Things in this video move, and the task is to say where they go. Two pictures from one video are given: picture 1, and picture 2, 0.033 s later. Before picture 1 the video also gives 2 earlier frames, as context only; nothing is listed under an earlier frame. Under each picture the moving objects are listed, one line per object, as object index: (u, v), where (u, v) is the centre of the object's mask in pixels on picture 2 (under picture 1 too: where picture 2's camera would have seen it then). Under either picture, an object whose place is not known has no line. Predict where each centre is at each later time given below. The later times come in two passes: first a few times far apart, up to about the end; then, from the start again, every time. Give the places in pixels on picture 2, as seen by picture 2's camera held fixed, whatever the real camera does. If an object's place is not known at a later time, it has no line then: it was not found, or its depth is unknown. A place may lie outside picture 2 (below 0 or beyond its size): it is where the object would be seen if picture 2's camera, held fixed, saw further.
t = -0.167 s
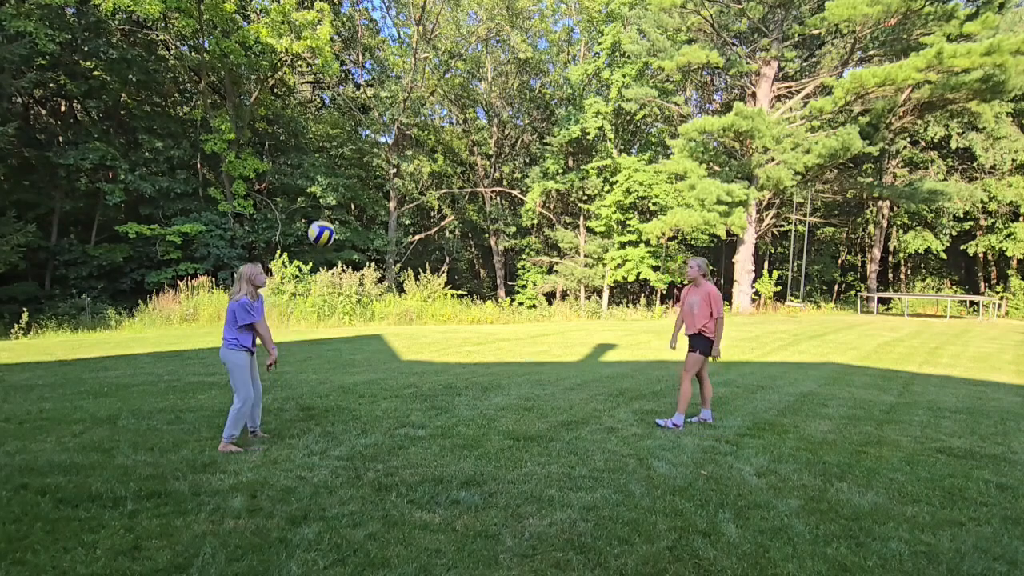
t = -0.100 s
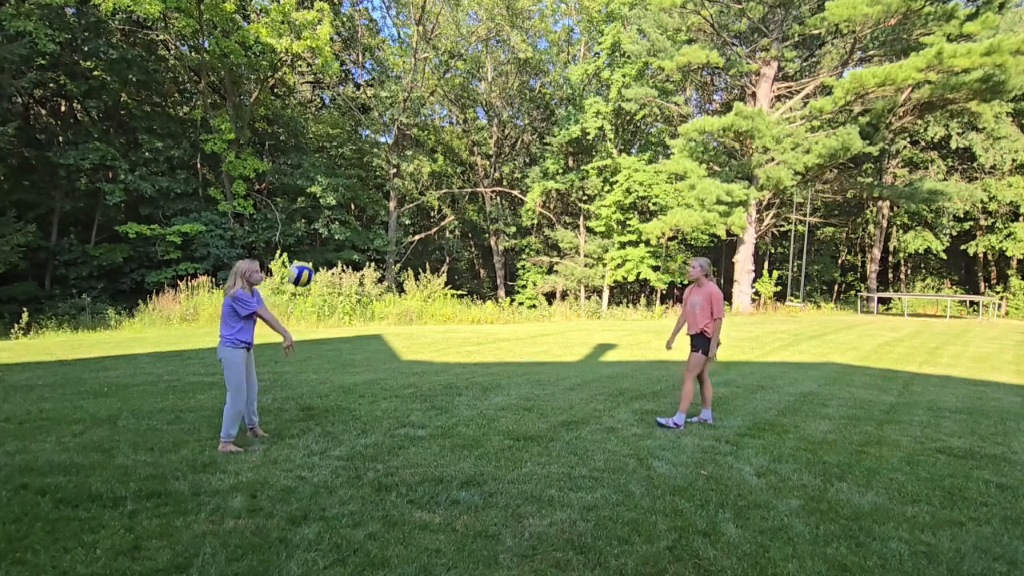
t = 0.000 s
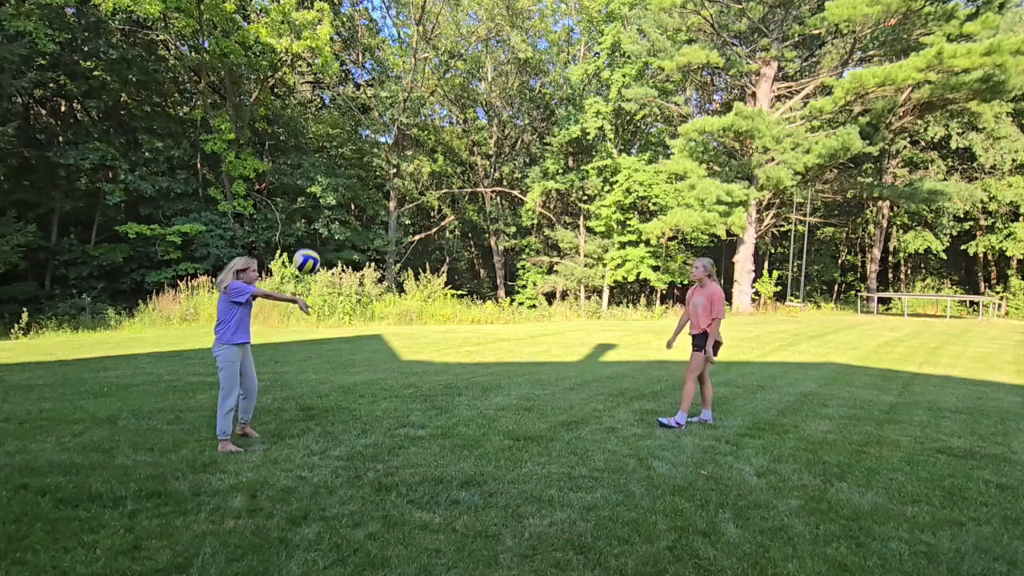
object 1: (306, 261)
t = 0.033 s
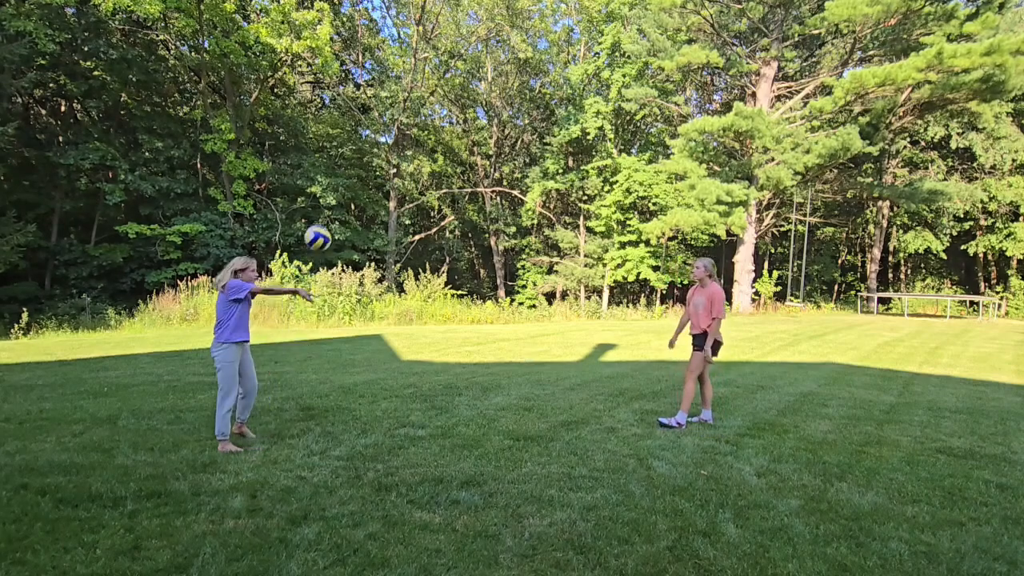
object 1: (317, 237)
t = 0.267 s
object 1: (394, 114)
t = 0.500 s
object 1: (464, 61)
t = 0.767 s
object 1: (534, 76)
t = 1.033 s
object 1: (591, 166)
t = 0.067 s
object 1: (329, 216)
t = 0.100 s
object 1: (340, 196)
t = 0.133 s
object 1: (351, 177)
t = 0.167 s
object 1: (362, 159)
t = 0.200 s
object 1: (372, 142)
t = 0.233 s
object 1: (383, 128)
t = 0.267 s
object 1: (394, 114)
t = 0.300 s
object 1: (404, 102)
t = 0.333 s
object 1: (414, 92)
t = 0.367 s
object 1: (425, 82)
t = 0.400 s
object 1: (435, 75)
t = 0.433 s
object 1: (445, 69)
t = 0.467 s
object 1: (455, 64)
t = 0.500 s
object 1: (464, 61)
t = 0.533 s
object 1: (474, 58)
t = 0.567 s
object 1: (482, 57)
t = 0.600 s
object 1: (491, 57)
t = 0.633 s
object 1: (500, 58)
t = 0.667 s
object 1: (509, 62)
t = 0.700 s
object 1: (517, 65)
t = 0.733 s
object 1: (525, 70)
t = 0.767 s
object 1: (534, 76)
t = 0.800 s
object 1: (541, 83)
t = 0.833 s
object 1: (549, 92)
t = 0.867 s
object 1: (556, 101)
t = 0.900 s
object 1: (563, 112)
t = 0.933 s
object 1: (571, 124)
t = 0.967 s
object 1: (578, 138)
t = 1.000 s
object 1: (584, 151)
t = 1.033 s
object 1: (591, 166)
